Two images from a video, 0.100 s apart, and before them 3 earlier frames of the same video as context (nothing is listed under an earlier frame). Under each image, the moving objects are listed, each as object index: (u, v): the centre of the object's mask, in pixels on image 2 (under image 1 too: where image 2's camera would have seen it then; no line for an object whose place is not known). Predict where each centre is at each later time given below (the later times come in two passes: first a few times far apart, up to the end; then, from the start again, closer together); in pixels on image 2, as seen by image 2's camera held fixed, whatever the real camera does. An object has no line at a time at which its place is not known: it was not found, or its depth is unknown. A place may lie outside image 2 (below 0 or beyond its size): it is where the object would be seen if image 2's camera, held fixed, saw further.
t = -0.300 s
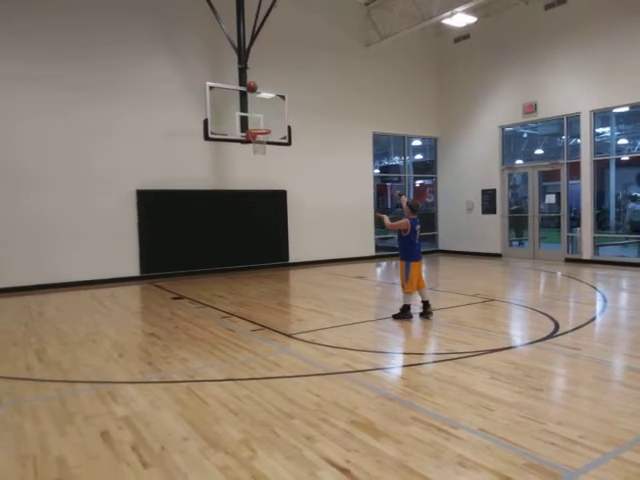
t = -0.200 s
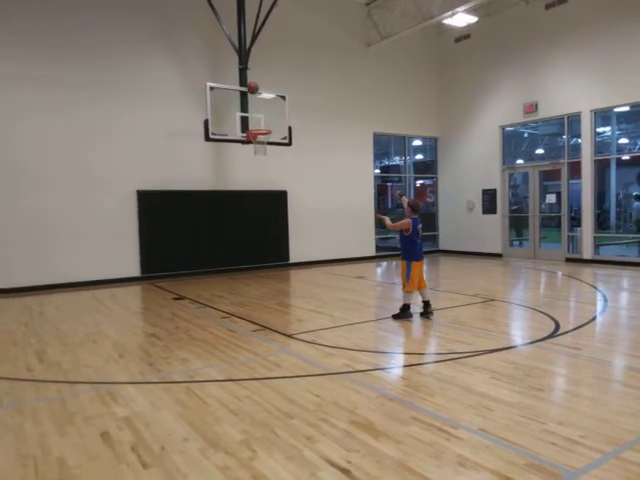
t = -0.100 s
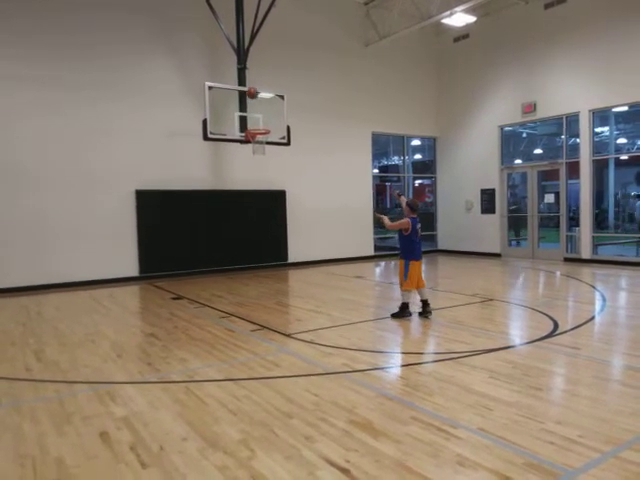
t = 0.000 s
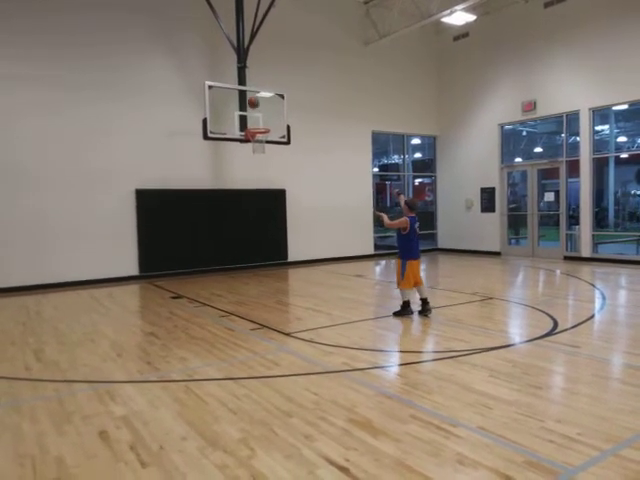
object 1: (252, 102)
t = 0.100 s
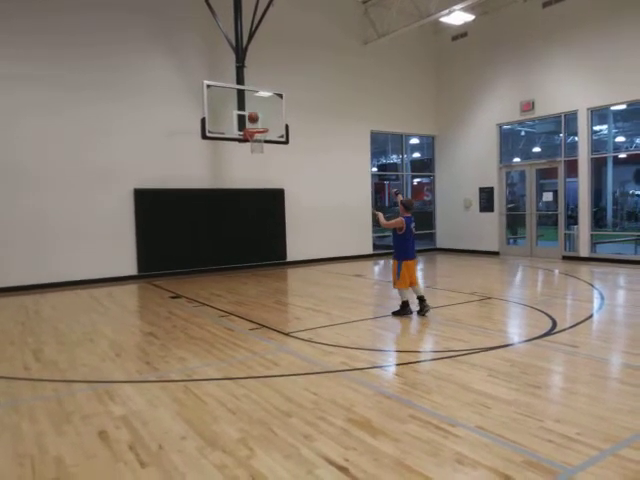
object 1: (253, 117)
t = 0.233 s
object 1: (256, 147)
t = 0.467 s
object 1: (260, 207)
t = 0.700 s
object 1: (264, 263)
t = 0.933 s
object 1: (260, 207)
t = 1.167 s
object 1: (257, 179)
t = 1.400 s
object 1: (255, 176)
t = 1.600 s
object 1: (255, 193)
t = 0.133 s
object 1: (253, 123)
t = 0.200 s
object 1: (256, 140)
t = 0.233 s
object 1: (256, 147)
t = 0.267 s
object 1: (256, 154)
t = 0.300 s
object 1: (256, 161)
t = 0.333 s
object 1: (257, 169)
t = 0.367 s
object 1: (258, 178)
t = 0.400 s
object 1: (259, 187)
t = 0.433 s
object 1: (260, 196)
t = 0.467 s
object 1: (260, 207)
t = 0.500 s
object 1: (261, 218)
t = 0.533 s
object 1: (261, 230)
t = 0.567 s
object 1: (262, 242)
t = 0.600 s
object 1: (263, 254)
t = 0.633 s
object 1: (264, 268)
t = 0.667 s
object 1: (263, 274)
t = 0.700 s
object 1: (264, 263)
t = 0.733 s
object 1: (263, 254)
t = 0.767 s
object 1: (262, 245)
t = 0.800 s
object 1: (262, 236)
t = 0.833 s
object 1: (262, 228)
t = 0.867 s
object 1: (261, 220)
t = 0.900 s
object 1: (261, 214)
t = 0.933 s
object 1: (260, 207)
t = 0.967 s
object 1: (260, 202)
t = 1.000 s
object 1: (260, 197)
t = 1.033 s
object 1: (260, 192)
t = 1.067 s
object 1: (258, 188)
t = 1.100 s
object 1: (258, 185)
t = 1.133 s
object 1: (258, 181)
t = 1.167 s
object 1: (257, 179)
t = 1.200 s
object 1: (257, 177)
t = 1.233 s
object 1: (257, 176)
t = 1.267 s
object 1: (256, 175)
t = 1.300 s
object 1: (256, 175)
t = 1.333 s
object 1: (256, 175)
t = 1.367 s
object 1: (256, 175)
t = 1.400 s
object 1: (255, 176)
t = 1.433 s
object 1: (256, 178)
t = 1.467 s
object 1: (255, 180)
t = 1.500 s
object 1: (255, 182)
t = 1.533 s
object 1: (255, 185)
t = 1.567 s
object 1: (255, 189)
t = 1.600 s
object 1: (255, 193)
